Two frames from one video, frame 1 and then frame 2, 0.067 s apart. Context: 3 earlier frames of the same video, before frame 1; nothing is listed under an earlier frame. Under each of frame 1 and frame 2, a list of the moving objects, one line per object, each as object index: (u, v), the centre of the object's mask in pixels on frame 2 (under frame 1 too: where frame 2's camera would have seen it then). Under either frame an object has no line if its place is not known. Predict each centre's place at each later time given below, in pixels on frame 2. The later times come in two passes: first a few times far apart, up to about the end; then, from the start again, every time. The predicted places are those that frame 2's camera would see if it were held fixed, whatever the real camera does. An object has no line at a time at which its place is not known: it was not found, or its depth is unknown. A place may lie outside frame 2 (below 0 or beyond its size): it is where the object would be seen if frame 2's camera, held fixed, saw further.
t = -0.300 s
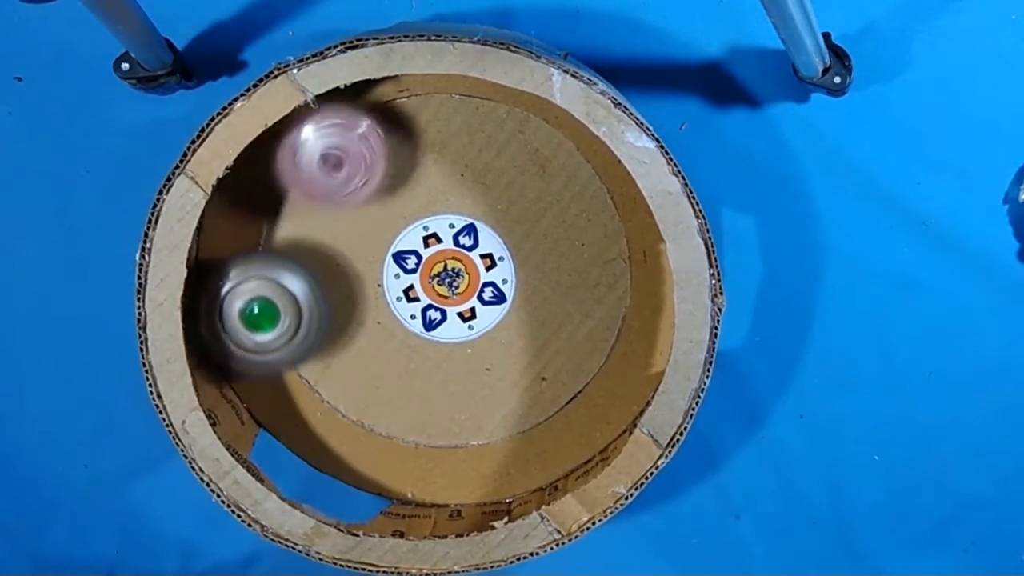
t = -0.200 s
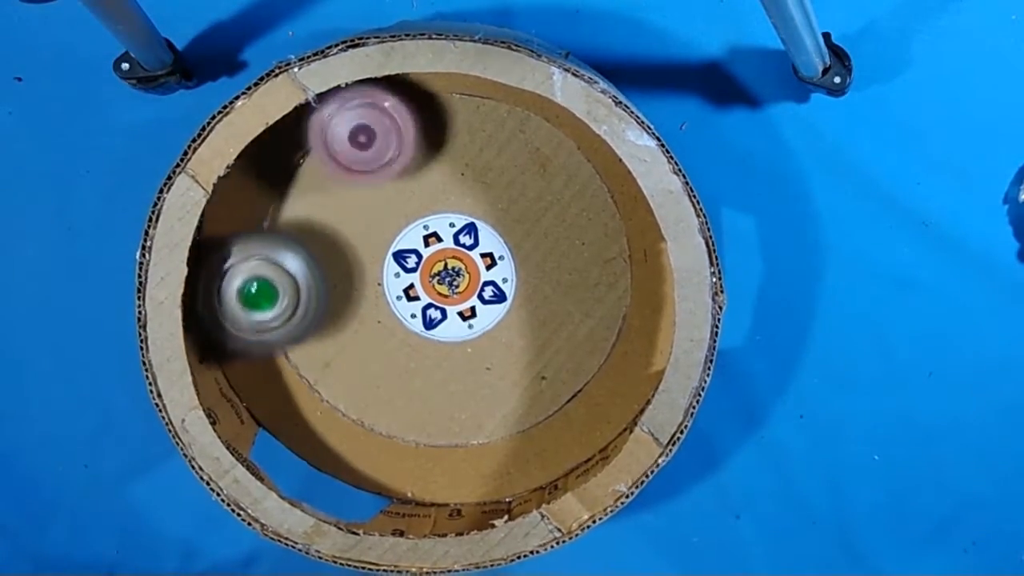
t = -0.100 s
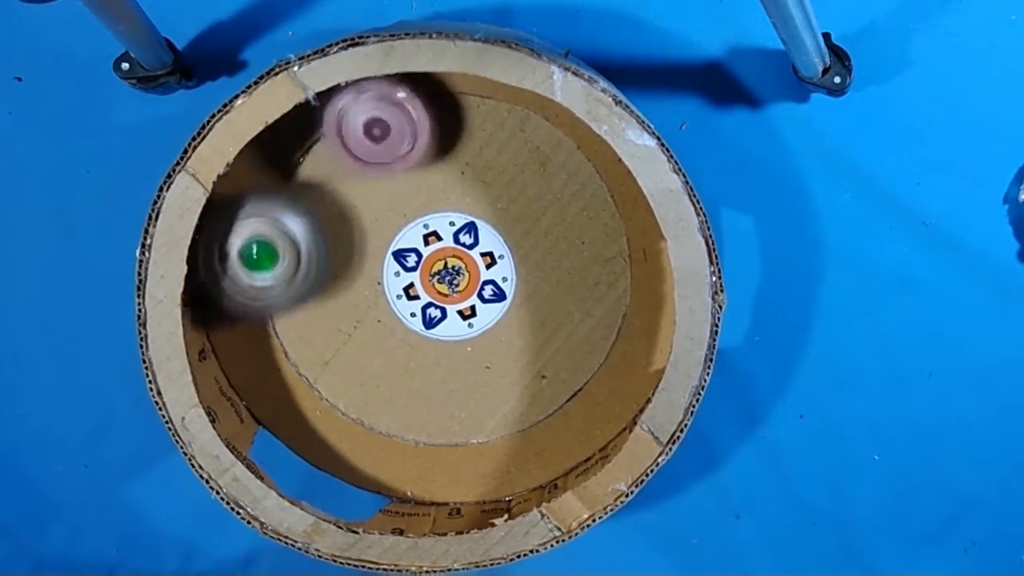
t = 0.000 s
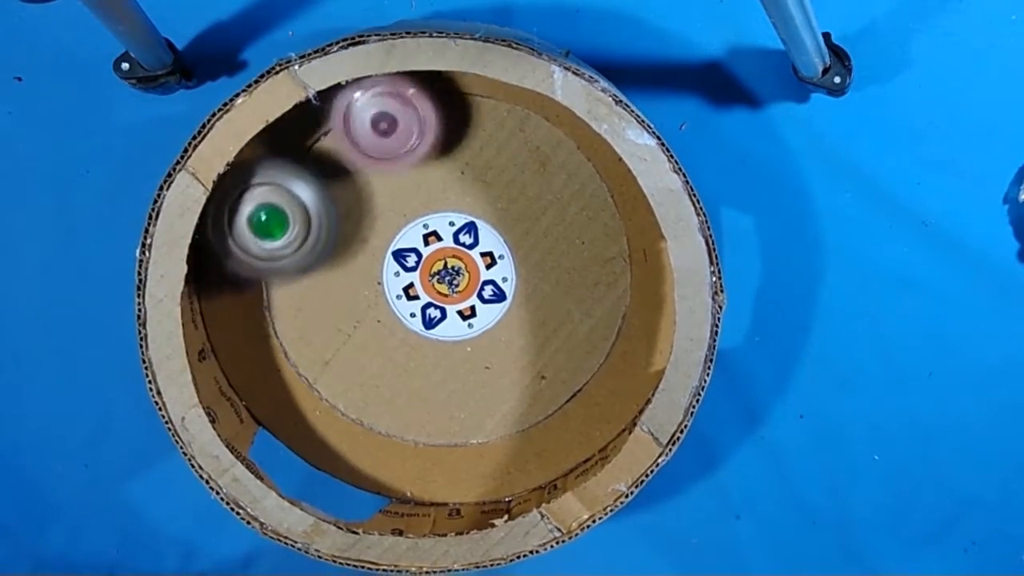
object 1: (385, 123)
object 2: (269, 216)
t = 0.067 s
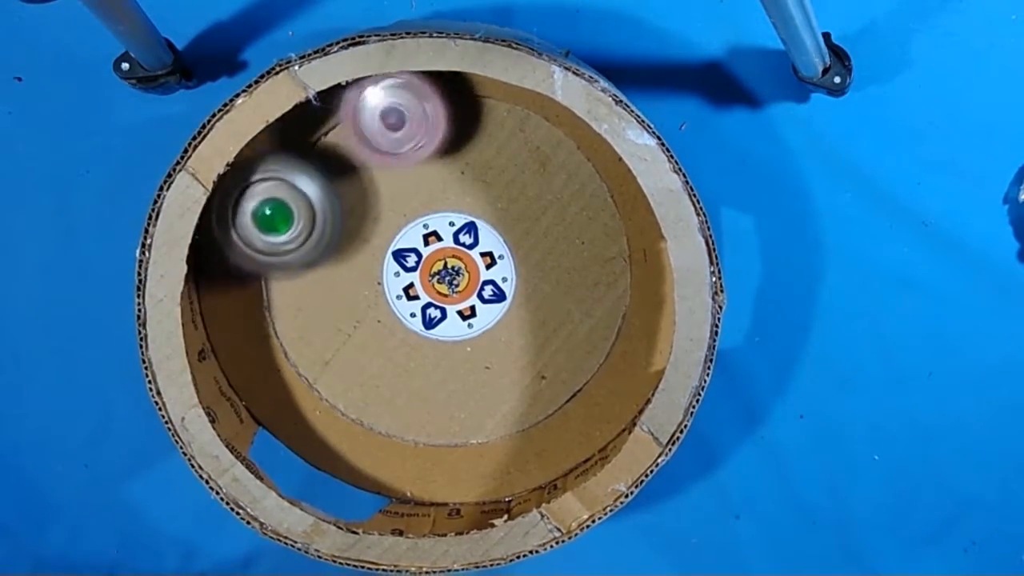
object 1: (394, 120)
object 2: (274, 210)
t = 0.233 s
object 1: (415, 121)
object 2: (291, 183)
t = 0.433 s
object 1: (498, 133)
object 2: (280, 212)
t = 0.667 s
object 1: (588, 206)
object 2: (272, 217)
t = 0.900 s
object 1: (602, 309)
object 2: (268, 221)
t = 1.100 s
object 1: (561, 393)
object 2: (268, 223)
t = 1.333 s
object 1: (479, 445)
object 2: (268, 223)
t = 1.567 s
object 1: (376, 432)
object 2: (274, 213)
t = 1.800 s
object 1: (301, 357)
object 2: (274, 213)
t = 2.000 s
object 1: (285, 375)
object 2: (348, 146)
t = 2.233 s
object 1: (302, 348)
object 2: (393, 136)
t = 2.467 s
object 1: (322, 355)
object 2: (448, 127)
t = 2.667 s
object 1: (324, 356)
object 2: (490, 141)
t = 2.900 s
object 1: (323, 358)
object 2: (519, 186)
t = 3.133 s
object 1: (324, 357)
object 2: (521, 241)
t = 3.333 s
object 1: (323, 357)
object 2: (501, 287)
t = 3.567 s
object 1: (323, 357)
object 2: (452, 317)
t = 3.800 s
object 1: (318, 361)
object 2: (399, 317)
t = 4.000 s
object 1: (318, 369)
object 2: (359, 291)
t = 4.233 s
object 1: (324, 357)
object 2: (327, 241)
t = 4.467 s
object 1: (323, 357)
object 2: (318, 168)
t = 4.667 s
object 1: (323, 356)
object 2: (308, 171)
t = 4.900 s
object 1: (323, 356)
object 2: (332, 156)
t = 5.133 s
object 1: (324, 355)
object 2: (361, 141)
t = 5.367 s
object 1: (324, 355)
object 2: (363, 137)
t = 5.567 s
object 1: (323, 356)
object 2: (360, 139)
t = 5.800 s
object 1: (323, 356)
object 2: (340, 152)
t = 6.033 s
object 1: (324, 355)
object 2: (331, 151)
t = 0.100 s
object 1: (400, 118)
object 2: (274, 206)
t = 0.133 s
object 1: (399, 122)
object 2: (277, 203)
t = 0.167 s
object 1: (403, 122)
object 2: (281, 198)
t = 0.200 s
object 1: (408, 124)
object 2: (286, 190)
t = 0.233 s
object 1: (415, 121)
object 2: (291, 183)
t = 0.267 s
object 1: (423, 118)
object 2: (297, 175)
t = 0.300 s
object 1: (427, 117)
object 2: (304, 169)
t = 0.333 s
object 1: (429, 118)
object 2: (308, 165)
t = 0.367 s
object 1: (448, 123)
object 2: (304, 164)
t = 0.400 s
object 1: (480, 125)
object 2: (292, 192)
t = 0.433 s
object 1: (498, 133)
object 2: (280, 212)
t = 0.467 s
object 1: (504, 142)
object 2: (275, 218)
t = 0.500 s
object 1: (514, 148)
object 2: (274, 216)
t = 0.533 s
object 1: (529, 154)
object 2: (274, 212)
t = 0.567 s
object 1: (546, 165)
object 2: (272, 212)
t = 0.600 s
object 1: (561, 176)
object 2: (272, 217)
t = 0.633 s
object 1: (577, 188)
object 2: (271, 219)
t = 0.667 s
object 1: (588, 206)
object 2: (272, 217)
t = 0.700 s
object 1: (592, 215)
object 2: (271, 217)
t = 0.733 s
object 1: (591, 226)
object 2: (270, 219)
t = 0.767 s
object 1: (596, 242)
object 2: (269, 221)
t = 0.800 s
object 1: (602, 259)
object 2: (268, 224)
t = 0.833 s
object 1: (603, 277)
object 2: (268, 227)
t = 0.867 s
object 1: (604, 293)
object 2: (268, 224)
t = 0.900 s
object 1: (602, 309)
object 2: (268, 221)
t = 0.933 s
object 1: (599, 327)
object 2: (269, 222)
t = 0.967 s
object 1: (597, 342)
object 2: (269, 224)
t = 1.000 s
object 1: (592, 359)
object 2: (268, 224)
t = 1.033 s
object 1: (585, 375)
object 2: (267, 226)
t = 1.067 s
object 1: (573, 385)
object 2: (268, 226)
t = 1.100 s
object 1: (561, 393)
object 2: (268, 223)
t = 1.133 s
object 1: (557, 399)
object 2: (268, 223)
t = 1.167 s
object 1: (544, 414)
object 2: (268, 224)
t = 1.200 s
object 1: (532, 421)
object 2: (268, 224)
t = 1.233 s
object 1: (519, 429)
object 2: (268, 223)
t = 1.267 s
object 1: (507, 437)
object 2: (268, 225)
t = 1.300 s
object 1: (492, 441)
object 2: (267, 227)
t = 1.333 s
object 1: (479, 445)
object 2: (268, 223)
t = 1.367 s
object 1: (465, 445)
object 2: (268, 222)
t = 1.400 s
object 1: (452, 447)
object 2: (268, 224)
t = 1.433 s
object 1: (436, 447)
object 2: (269, 223)
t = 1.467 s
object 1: (417, 446)
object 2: (270, 220)
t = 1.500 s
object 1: (405, 441)
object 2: (271, 218)
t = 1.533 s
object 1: (388, 439)
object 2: (273, 217)
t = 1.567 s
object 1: (376, 432)
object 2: (274, 213)
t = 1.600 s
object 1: (360, 425)
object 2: (274, 210)
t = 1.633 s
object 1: (347, 419)
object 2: (274, 210)
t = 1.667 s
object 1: (334, 408)
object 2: (274, 211)
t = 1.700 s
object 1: (325, 398)
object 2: (274, 213)
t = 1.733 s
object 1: (316, 386)
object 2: (274, 213)
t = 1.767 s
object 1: (306, 373)
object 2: (274, 213)
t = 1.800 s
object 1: (301, 357)
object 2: (274, 213)
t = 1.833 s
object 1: (295, 344)
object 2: (274, 214)
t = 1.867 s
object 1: (288, 335)
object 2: (288, 208)
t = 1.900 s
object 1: (258, 357)
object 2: (312, 171)
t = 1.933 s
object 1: (269, 366)
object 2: (327, 153)
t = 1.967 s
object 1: (282, 375)
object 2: (339, 155)
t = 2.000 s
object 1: (285, 375)
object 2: (348, 146)
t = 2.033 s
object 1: (286, 371)
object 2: (357, 138)
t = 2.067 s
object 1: (286, 365)
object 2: (362, 143)
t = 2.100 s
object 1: (284, 360)
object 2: (368, 142)
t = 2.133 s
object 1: (287, 356)
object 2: (377, 134)
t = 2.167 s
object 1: (293, 352)
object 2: (388, 127)
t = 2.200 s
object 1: (298, 349)
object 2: (388, 134)
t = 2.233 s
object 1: (302, 348)
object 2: (393, 136)
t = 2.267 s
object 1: (306, 349)
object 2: (403, 133)
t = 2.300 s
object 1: (310, 351)
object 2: (413, 130)
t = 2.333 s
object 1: (313, 352)
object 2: (422, 127)
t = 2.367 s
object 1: (316, 353)
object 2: (434, 124)
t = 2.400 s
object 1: (319, 354)
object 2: (442, 124)
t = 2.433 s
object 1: (320, 355)
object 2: (448, 124)
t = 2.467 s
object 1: (322, 355)
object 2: (448, 127)
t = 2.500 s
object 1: (323, 356)
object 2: (452, 129)
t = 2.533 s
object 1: (324, 357)
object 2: (459, 129)
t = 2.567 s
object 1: (325, 357)
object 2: (467, 131)
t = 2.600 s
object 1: (325, 357)
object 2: (475, 133)
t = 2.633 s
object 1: (324, 357)
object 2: (482, 137)
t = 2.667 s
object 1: (324, 356)
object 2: (490, 141)
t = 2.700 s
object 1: (323, 356)
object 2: (496, 145)
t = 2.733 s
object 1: (323, 356)
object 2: (502, 150)
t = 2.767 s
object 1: (323, 356)
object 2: (507, 158)
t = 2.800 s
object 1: (324, 356)
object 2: (512, 164)
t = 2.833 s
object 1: (323, 357)
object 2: (514, 171)
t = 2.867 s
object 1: (324, 358)
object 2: (518, 178)
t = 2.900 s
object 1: (323, 358)
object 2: (519, 186)
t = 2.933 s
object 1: (323, 357)
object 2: (522, 192)
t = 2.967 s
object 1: (323, 357)
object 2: (523, 202)
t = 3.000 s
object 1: (324, 357)
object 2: (524, 209)
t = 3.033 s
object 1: (323, 357)
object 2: (524, 218)
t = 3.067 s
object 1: (324, 357)
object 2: (523, 227)
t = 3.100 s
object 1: (324, 357)
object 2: (521, 234)
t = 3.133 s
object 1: (324, 357)
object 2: (521, 241)
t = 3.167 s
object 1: (324, 356)
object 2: (517, 249)
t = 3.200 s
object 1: (324, 357)
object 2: (514, 259)
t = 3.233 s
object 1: (324, 357)
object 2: (509, 268)
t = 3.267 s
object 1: (323, 357)
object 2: (509, 276)
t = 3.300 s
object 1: (324, 357)
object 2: (506, 282)
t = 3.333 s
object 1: (323, 357)
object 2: (501, 287)
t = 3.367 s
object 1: (323, 357)
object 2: (496, 290)
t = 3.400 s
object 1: (323, 357)
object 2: (490, 293)
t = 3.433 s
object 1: (323, 357)
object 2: (482, 301)
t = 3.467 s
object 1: (323, 357)
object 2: (476, 306)
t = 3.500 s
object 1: (323, 357)
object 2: (470, 311)
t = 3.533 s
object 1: (323, 357)
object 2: (461, 315)
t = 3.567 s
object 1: (323, 357)
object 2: (452, 317)
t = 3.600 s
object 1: (323, 357)
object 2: (446, 318)
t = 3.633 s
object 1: (324, 356)
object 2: (437, 322)
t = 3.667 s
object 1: (324, 356)
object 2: (430, 321)
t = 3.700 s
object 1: (323, 356)
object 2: (424, 320)
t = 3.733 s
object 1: (320, 358)
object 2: (414, 321)
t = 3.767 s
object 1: (319, 359)
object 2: (406, 317)
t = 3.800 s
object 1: (318, 361)
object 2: (399, 317)
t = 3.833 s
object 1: (316, 363)
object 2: (392, 313)
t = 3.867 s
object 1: (315, 365)
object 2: (386, 312)
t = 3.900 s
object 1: (314, 366)
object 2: (379, 307)
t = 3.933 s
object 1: (314, 368)
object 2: (372, 303)
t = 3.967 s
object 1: (316, 368)
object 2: (365, 296)
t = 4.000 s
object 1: (318, 369)
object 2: (359, 291)
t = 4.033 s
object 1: (318, 368)
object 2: (353, 286)
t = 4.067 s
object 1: (320, 367)
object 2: (348, 280)
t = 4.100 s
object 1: (321, 366)
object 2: (342, 273)
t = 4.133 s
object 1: (322, 364)
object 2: (336, 266)
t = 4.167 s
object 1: (322, 363)
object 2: (333, 260)
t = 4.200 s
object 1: (323, 360)
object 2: (330, 249)
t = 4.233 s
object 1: (324, 357)
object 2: (327, 241)
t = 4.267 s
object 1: (323, 357)
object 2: (324, 228)
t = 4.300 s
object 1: (323, 357)
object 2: (321, 220)
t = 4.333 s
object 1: (324, 356)
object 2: (320, 209)
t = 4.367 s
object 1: (323, 357)
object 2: (316, 198)
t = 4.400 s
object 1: (323, 357)
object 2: (314, 187)
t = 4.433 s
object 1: (323, 357)
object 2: (316, 175)
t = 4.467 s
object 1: (323, 357)
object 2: (318, 168)
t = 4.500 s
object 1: (323, 357)
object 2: (316, 164)
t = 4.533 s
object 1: (324, 357)
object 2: (318, 162)
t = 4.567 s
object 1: (323, 357)
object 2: (316, 165)
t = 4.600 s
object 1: (323, 357)
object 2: (315, 164)
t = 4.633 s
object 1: (323, 357)
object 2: (312, 171)
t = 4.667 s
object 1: (323, 356)
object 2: (308, 171)
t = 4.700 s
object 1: (323, 356)
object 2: (307, 170)
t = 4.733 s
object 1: (323, 356)
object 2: (309, 171)
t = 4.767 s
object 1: (323, 356)
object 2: (311, 169)
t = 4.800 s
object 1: (324, 355)
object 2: (316, 167)
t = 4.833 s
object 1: (324, 355)
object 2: (320, 164)
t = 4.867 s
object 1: (324, 355)
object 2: (326, 160)
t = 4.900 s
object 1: (323, 356)
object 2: (332, 156)
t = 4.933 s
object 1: (323, 356)
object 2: (337, 151)
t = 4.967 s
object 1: (324, 355)
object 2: (342, 146)
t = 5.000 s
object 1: (324, 355)
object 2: (348, 142)
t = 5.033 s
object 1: (324, 355)
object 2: (354, 141)
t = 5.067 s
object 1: (324, 355)
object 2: (357, 141)
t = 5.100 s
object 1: (324, 355)
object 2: (358, 142)
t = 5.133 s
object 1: (324, 355)
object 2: (361, 141)
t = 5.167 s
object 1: (324, 355)
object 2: (363, 139)
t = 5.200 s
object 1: (324, 355)
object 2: (365, 137)
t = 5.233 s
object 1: (324, 355)
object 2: (365, 137)
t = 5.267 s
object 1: (324, 355)
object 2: (365, 137)
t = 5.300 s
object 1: (323, 356)
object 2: (365, 137)
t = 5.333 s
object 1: (324, 355)
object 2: (363, 137)
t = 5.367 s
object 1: (324, 355)
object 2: (363, 137)
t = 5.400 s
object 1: (323, 356)
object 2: (362, 137)
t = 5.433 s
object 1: (323, 356)
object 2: (362, 138)
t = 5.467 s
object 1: (323, 356)
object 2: (361, 138)
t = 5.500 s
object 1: (323, 356)
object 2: (361, 139)
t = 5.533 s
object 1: (323, 356)
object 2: (360, 139)
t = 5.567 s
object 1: (323, 356)
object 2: (360, 139)
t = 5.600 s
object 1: (323, 356)
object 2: (358, 140)
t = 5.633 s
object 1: (323, 356)
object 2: (356, 141)
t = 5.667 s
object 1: (324, 355)
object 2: (354, 143)
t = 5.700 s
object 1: (323, 356)
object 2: (351, 146)
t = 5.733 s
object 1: (323, 356)
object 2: (346, 149)
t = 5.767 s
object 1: (323, 356)
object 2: (342, 151)
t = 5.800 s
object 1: (323, 356)
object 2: (340, 152)
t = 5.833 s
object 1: (323, 356)
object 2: (339, 150)
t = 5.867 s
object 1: (323, 356)
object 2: (338, 148)
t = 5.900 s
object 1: (323, 356)
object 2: (339, 145)
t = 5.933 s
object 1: (323, 356)
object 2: (337, 147)
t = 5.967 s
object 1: (323, 356)
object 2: (336, 148)
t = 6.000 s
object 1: (323, 356)
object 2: (334, 149)
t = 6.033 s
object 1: (324, 355)
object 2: (331, 151)
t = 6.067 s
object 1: (324, 355)
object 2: (325, 154)
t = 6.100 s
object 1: (323, 356)
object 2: (323, 157)
